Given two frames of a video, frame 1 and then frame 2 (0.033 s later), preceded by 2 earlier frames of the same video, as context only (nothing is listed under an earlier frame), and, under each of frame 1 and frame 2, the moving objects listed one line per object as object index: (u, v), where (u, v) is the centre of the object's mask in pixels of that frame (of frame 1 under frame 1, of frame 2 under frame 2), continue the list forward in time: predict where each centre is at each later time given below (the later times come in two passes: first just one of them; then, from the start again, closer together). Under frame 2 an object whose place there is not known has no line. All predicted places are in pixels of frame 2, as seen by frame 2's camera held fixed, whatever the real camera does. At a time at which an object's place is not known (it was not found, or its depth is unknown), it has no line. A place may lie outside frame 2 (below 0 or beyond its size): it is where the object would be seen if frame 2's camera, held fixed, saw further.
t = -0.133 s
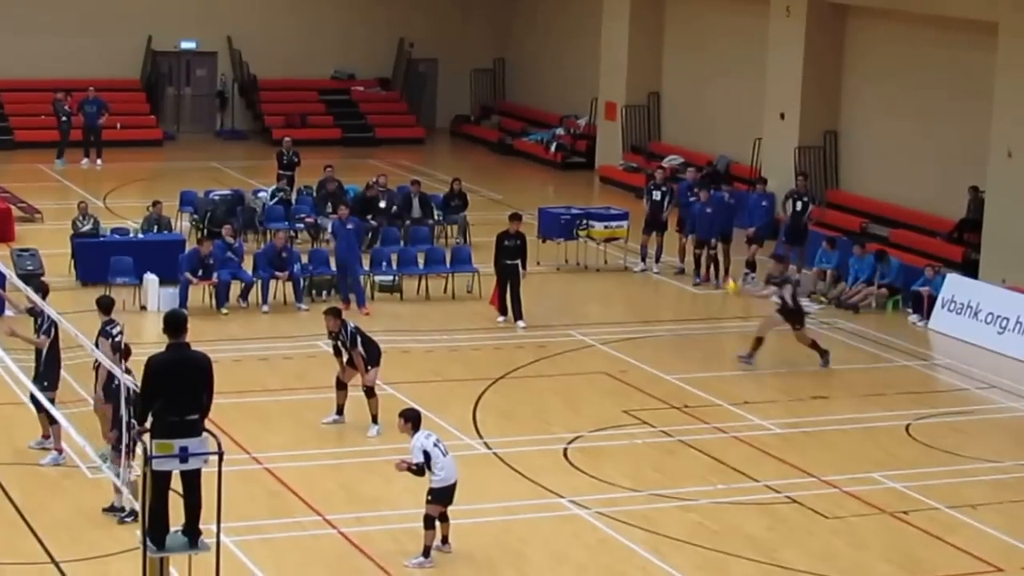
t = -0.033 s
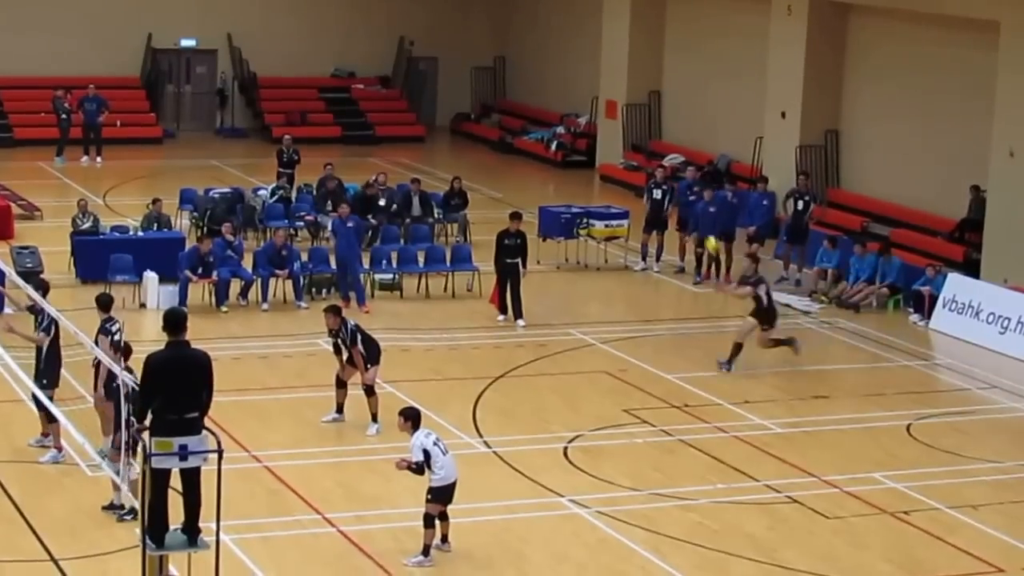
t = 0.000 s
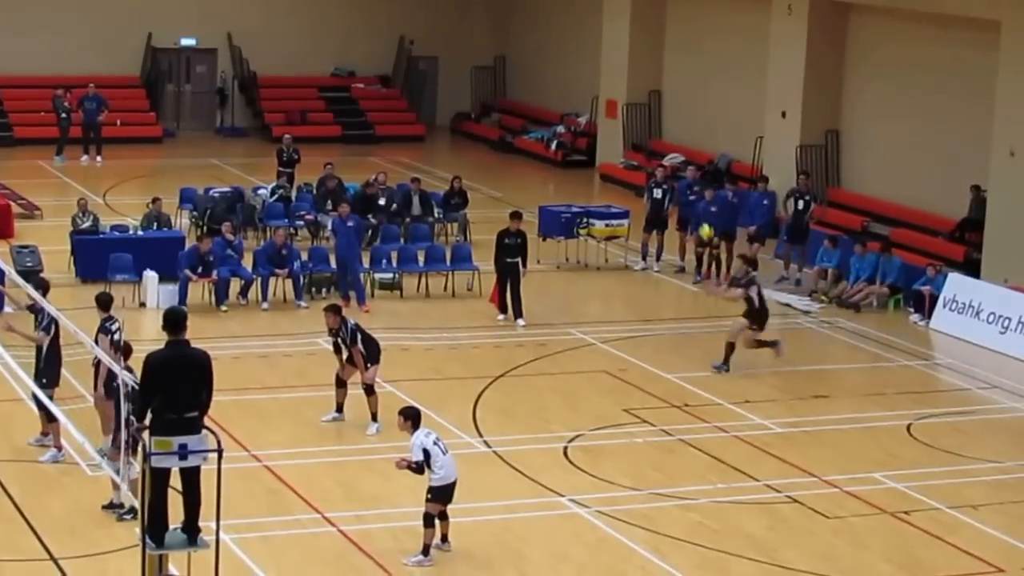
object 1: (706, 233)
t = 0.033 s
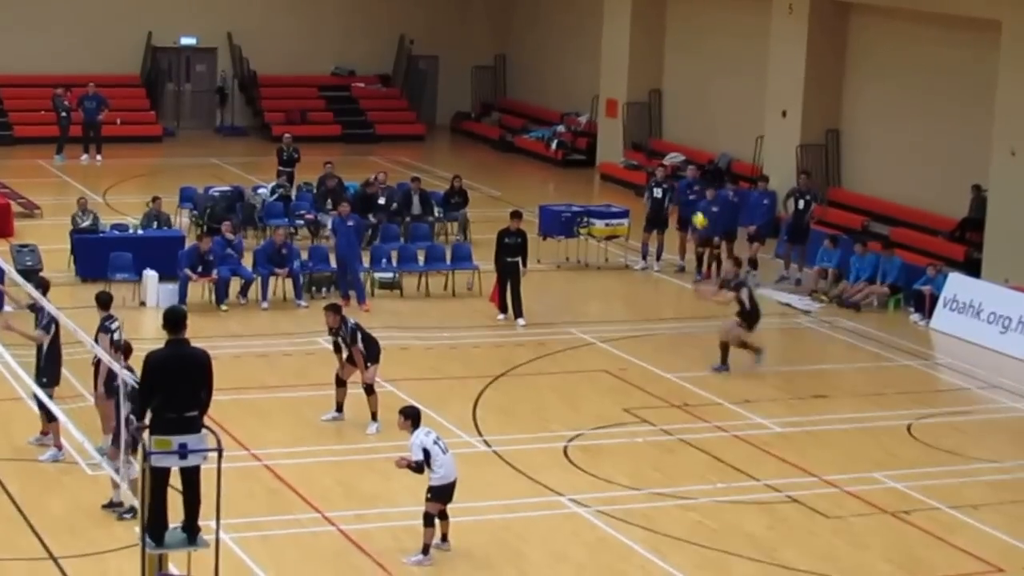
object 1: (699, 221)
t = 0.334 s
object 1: (642, 154)
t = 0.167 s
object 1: (673, 184)
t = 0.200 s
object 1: (665, 176)
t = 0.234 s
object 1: (659, 170)
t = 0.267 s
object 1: (653, 164)
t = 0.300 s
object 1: (648, 159)
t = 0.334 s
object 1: (642, 154)
